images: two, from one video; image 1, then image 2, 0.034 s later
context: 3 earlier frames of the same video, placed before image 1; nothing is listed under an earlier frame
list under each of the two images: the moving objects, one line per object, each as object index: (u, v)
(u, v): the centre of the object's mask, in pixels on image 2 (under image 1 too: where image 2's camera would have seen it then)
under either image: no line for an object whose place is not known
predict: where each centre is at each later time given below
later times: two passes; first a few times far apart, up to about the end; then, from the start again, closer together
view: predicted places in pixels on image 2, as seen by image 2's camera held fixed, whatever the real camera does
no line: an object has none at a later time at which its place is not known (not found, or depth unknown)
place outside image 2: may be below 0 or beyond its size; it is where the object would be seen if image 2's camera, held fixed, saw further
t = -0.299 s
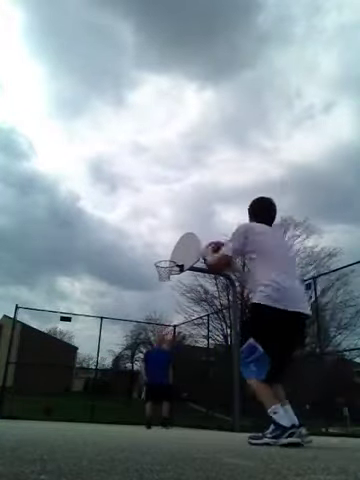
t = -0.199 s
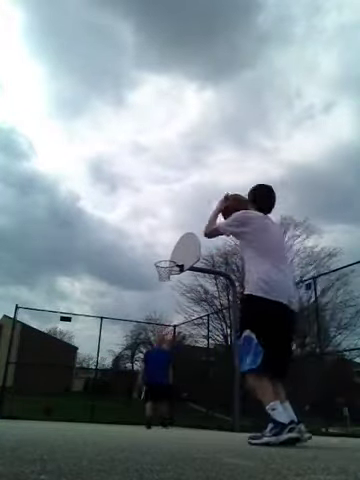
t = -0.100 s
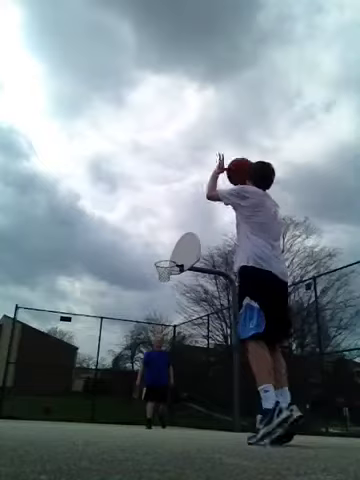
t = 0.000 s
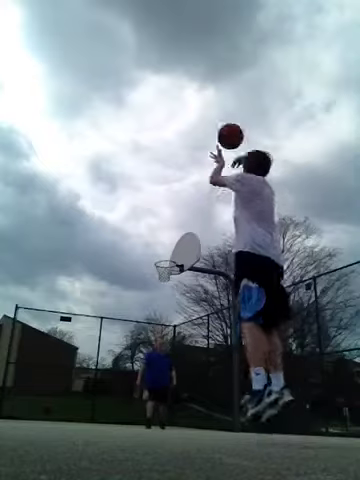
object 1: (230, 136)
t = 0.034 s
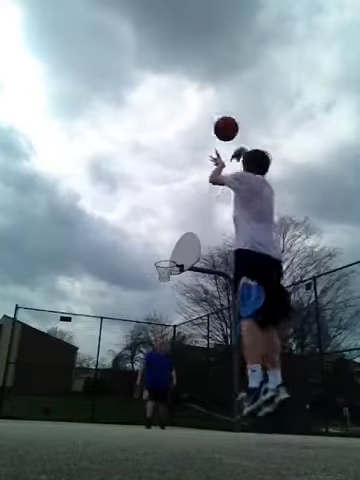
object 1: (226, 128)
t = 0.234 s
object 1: (207, 110)
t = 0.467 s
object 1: (193, 123)
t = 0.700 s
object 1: (183, 156)
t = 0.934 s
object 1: (175, 205)
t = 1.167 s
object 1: (169, 268)
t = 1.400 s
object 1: (164, 275)
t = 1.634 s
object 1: (162, 288)
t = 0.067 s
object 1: (222, 122)
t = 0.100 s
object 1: (218, 118)
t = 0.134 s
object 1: (215, 114)
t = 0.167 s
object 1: (212, 112)
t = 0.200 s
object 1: (209, 111)
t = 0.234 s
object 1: (207, 110)
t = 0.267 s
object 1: (204, 110)
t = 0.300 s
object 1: (202, 111)
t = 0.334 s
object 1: (200, 112)
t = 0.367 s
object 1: (198, 114)
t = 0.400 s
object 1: (196, 116)
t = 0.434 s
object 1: (194, 119)
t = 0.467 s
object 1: (193, 123)
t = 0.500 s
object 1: (191, 126)
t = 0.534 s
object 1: (189, 131)
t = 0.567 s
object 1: (188, 135)
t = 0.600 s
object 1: (187, 140)
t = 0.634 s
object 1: (185, 145)
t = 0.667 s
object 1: (184, 150)
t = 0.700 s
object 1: (183, 156)
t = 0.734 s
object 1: (182, 163)
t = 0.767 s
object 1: (181, 169)
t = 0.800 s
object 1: (179, 176)
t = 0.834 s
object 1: (178, 183)
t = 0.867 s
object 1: (177, 190)
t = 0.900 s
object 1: (176, 198)
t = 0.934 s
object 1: (175, 205)
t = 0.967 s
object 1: (174, 214)
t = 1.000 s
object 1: (173, 222)
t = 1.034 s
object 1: (173, 230)
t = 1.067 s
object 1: (172, 240)
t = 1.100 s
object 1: (171, 249)
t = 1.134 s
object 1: (170, 258)
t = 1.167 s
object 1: (169, 268)
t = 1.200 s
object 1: (169, 273)
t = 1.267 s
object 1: (168, 273)
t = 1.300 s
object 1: (167, 273)
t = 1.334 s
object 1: (167, 274)
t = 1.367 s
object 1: (165, 274)
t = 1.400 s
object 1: (164, 275)
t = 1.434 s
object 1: (163, 276)
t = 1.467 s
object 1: (162, 277)
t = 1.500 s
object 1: (162, 278)
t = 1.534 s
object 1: (162, 280)
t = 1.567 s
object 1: (162, 282)
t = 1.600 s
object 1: (162, 284)
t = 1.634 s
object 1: (162, 288)
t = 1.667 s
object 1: (162, 291)
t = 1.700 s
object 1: (162, 295)
